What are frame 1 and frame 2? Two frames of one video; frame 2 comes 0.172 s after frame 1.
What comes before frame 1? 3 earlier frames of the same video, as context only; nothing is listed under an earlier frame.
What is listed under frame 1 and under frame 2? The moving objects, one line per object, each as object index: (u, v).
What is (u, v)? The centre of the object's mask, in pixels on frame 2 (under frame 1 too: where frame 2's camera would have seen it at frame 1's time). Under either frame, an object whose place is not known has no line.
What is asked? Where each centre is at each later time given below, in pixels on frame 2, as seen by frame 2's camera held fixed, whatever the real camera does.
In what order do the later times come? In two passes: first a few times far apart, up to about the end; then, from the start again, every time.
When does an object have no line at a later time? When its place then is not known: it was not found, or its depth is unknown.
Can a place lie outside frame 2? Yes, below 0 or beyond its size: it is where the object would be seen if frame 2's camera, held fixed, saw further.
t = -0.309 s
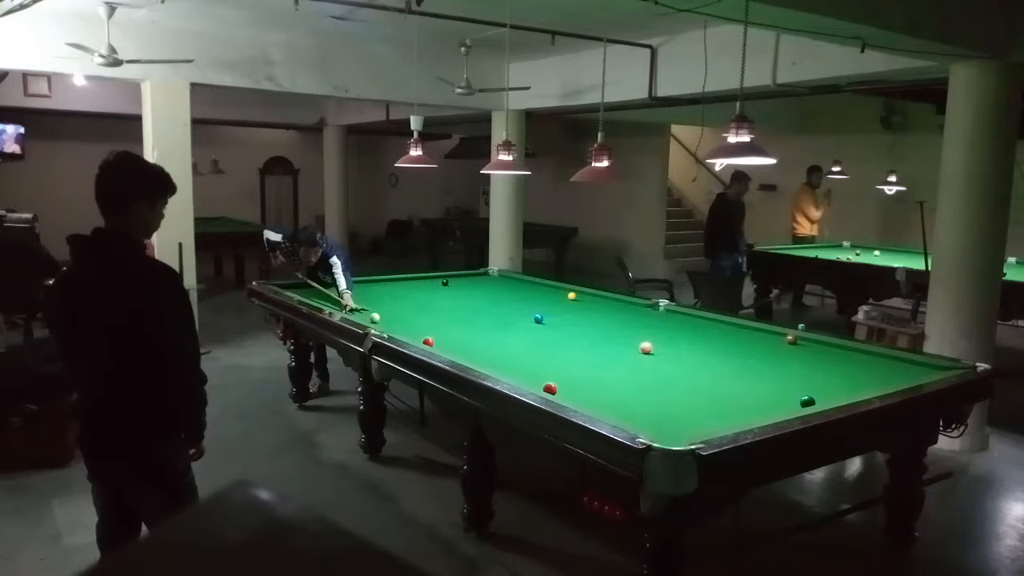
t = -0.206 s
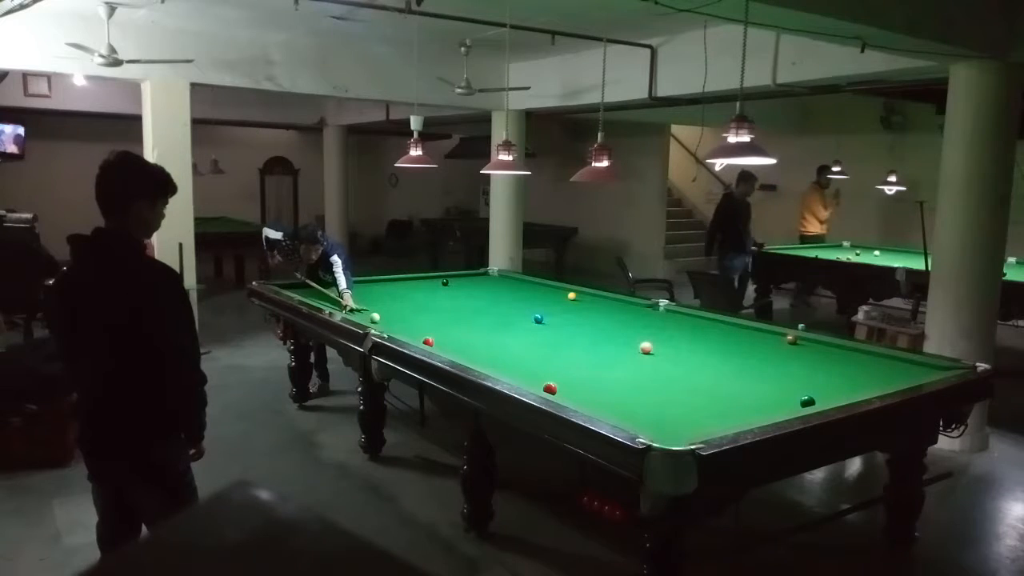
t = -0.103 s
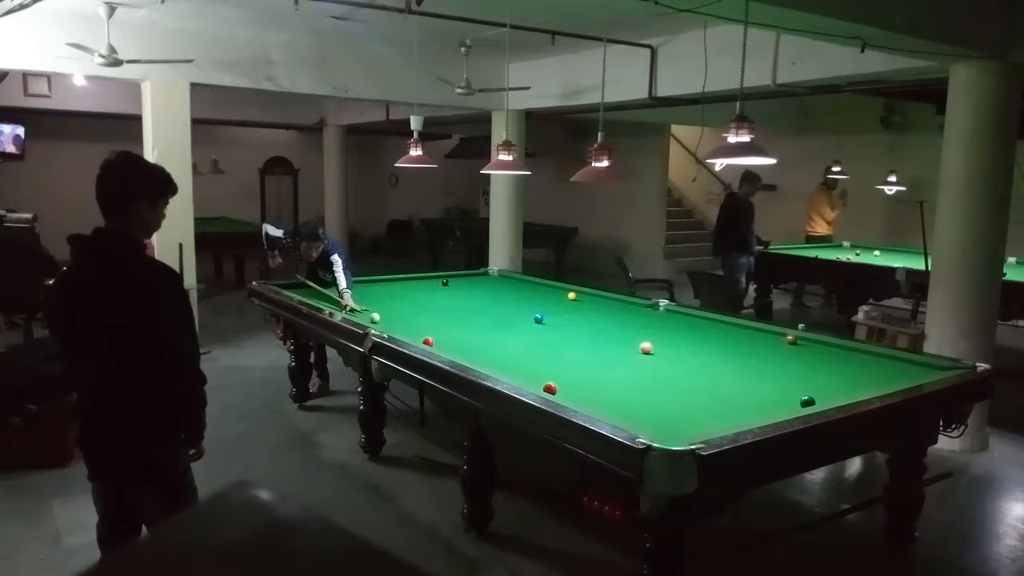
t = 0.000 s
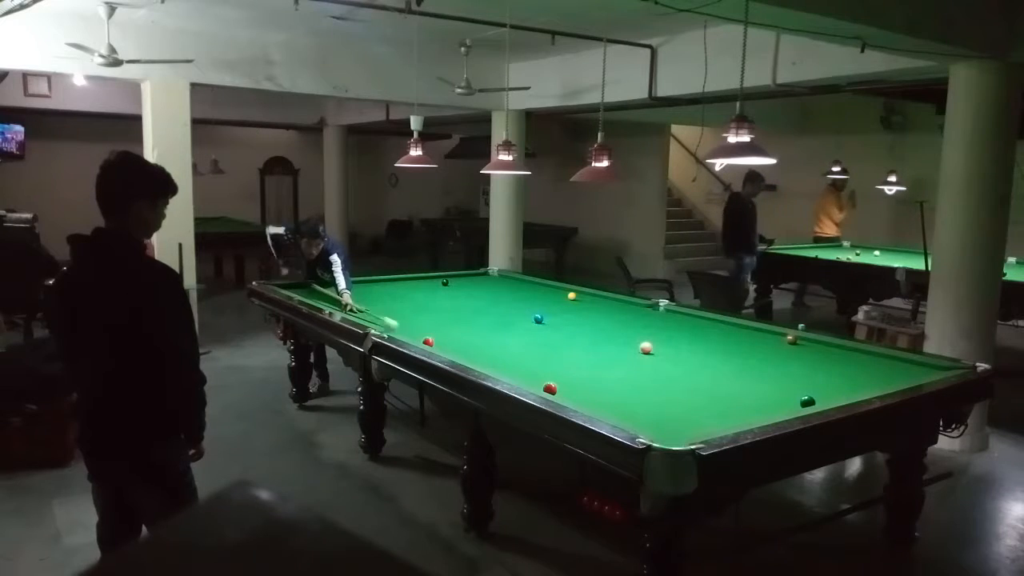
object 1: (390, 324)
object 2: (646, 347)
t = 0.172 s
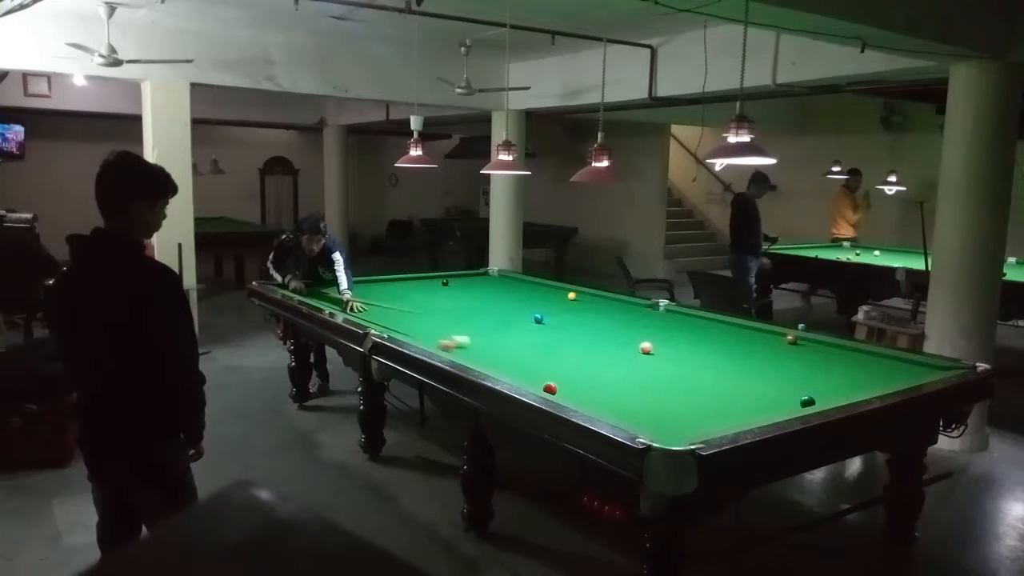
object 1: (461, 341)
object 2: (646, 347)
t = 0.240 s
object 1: (489, 342)
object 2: (646, 348)
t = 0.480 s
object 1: (579, 345)
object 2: (646, 348)
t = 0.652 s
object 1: (636, 348)
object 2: (656, 348)
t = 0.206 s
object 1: (476, 341)
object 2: (646, 348)
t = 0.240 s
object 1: (489, 342)
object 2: (646, 348)
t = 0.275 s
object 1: (503, 342)
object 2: (646, 348)
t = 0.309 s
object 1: (516, 343)
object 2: (646, 348)
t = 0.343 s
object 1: (529, 343)
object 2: (646, 348)
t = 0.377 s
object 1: (541, 344)
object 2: (646, 348)
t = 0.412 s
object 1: (554, 345)
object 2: (646, 348)
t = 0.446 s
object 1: (567, 345)
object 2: (646, 348)
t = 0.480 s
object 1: (579, 345)
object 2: (646, 348)
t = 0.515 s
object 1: (592, 346)
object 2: (646, 348)
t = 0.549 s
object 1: (605, 346)
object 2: (646, 348)
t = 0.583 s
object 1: (617, 347)
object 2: (646, 348)
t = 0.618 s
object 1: (630, 347)
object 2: (646, 347)
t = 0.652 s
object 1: (636, 348)
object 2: (656, 348)
